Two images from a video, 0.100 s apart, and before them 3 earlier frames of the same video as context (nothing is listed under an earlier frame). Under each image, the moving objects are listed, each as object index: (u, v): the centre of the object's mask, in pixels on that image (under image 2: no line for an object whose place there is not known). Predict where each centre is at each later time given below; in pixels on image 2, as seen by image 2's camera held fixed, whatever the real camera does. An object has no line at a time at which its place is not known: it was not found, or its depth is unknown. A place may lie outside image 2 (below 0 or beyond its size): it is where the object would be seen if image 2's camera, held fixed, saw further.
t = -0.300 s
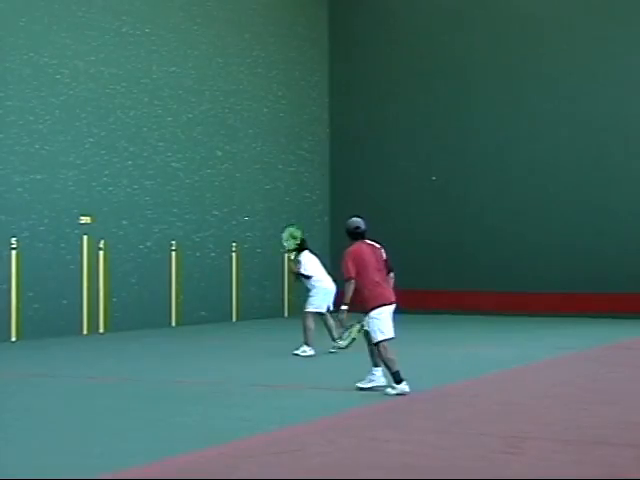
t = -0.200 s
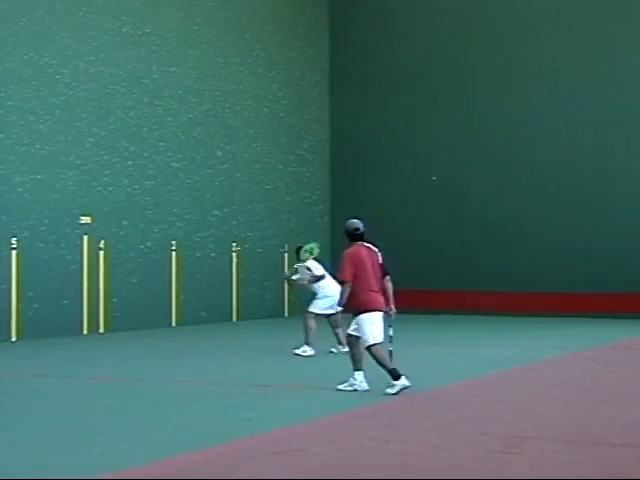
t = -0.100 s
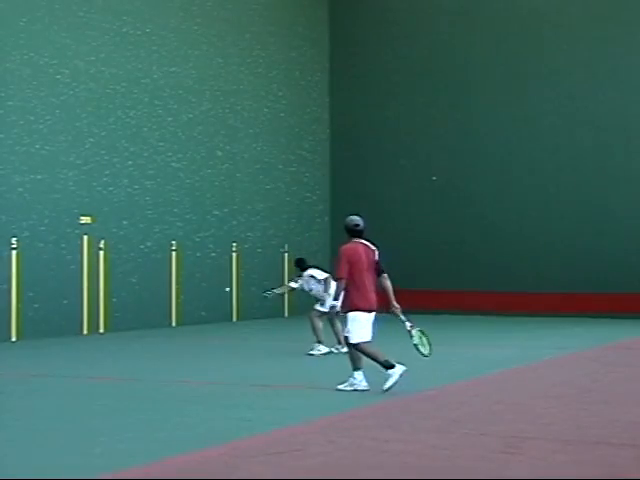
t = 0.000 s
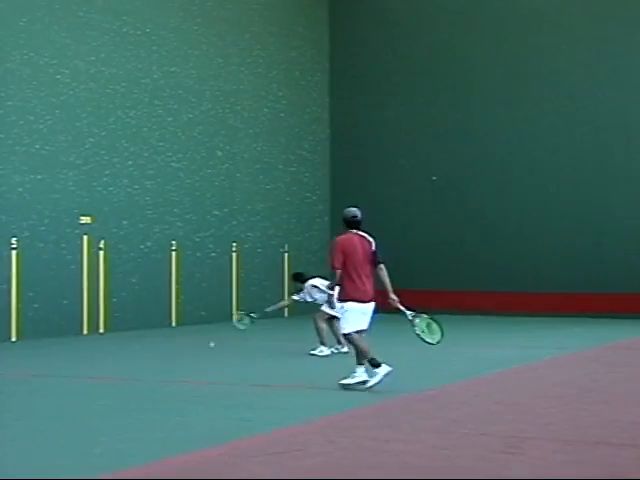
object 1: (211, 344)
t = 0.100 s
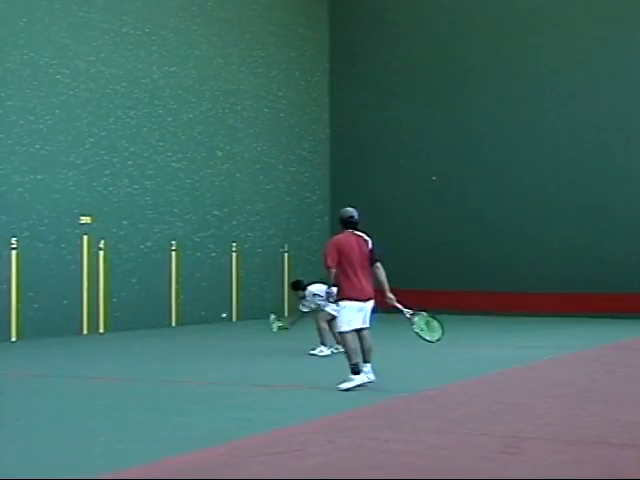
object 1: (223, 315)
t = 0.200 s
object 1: (245, 264)
